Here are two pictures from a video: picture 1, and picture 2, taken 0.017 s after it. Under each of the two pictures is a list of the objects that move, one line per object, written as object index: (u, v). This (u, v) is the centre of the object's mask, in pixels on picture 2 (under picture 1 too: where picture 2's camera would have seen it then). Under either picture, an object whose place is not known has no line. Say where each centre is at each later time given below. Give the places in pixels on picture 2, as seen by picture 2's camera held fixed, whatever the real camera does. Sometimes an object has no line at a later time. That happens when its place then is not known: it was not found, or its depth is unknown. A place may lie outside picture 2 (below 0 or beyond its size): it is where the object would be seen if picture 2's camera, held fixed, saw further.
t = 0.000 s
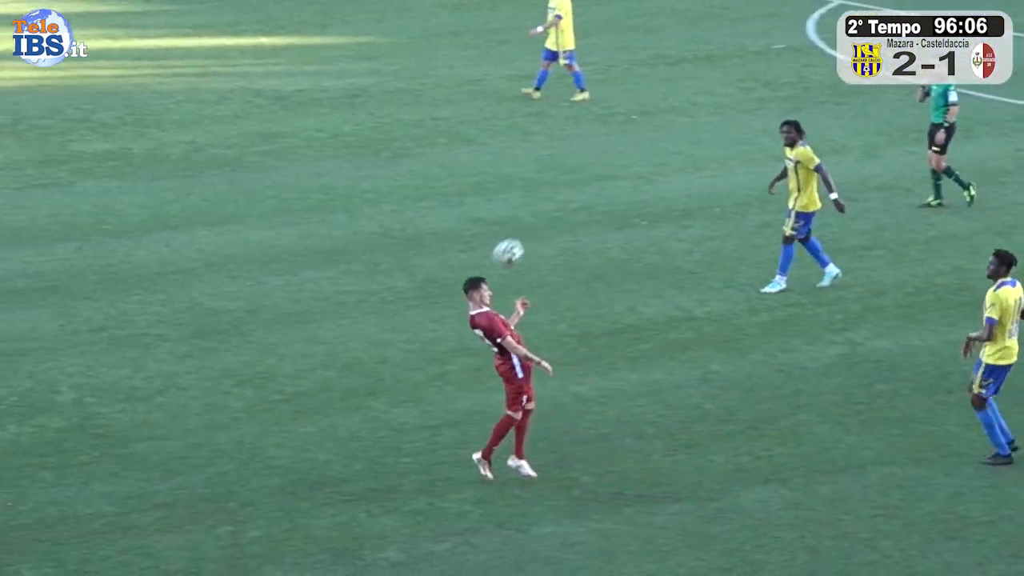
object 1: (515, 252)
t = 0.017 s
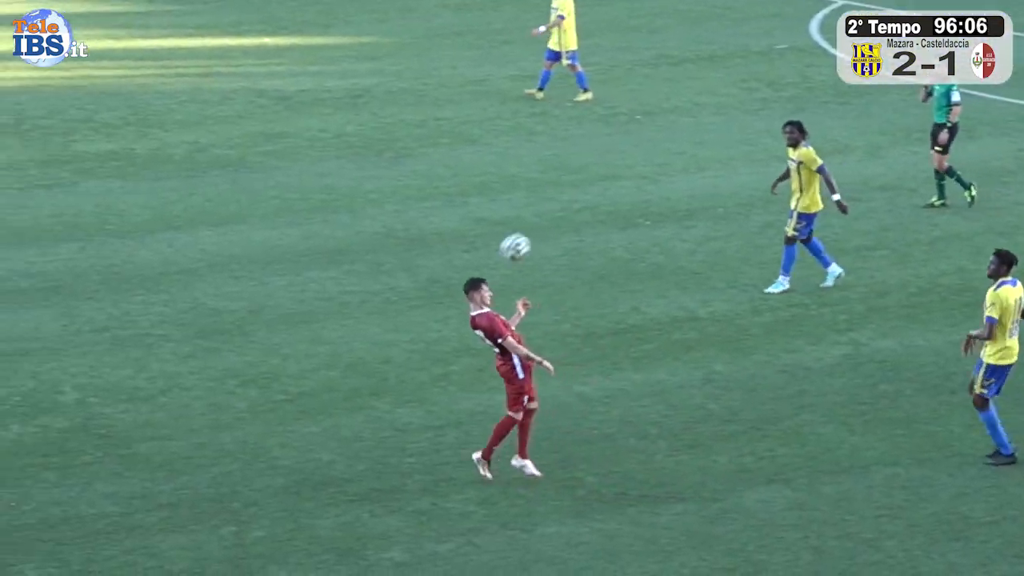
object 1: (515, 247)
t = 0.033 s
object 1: (524, 236)
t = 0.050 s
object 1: (532, 224)
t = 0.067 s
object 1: (535, 219)
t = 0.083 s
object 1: (543, 209)
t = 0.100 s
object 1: (550, 199)
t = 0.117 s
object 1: (553, 194)
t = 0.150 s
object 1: (568, 177)
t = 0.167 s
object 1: (570, 172)
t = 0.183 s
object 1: (578, 164)
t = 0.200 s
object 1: (585, 156)
